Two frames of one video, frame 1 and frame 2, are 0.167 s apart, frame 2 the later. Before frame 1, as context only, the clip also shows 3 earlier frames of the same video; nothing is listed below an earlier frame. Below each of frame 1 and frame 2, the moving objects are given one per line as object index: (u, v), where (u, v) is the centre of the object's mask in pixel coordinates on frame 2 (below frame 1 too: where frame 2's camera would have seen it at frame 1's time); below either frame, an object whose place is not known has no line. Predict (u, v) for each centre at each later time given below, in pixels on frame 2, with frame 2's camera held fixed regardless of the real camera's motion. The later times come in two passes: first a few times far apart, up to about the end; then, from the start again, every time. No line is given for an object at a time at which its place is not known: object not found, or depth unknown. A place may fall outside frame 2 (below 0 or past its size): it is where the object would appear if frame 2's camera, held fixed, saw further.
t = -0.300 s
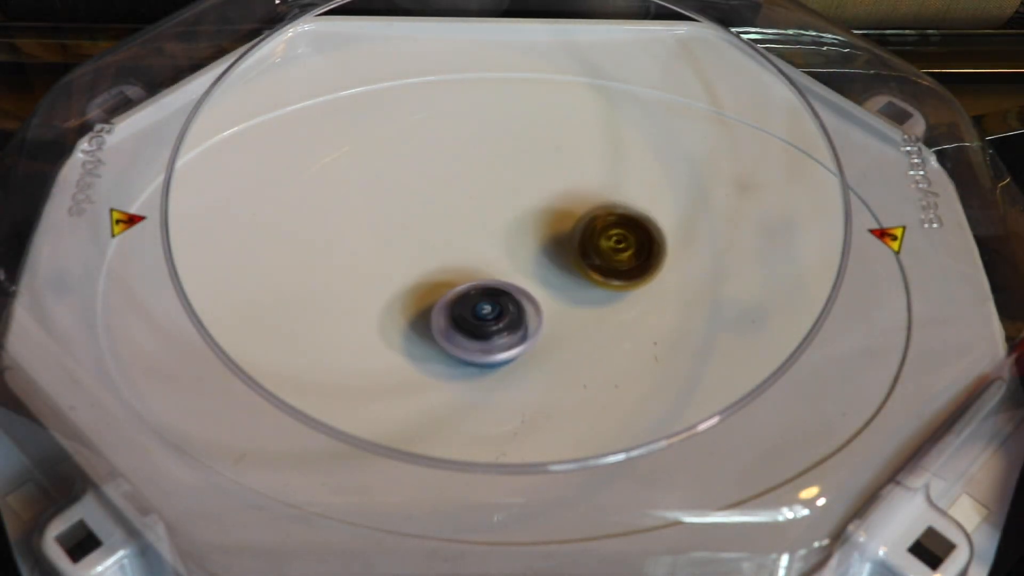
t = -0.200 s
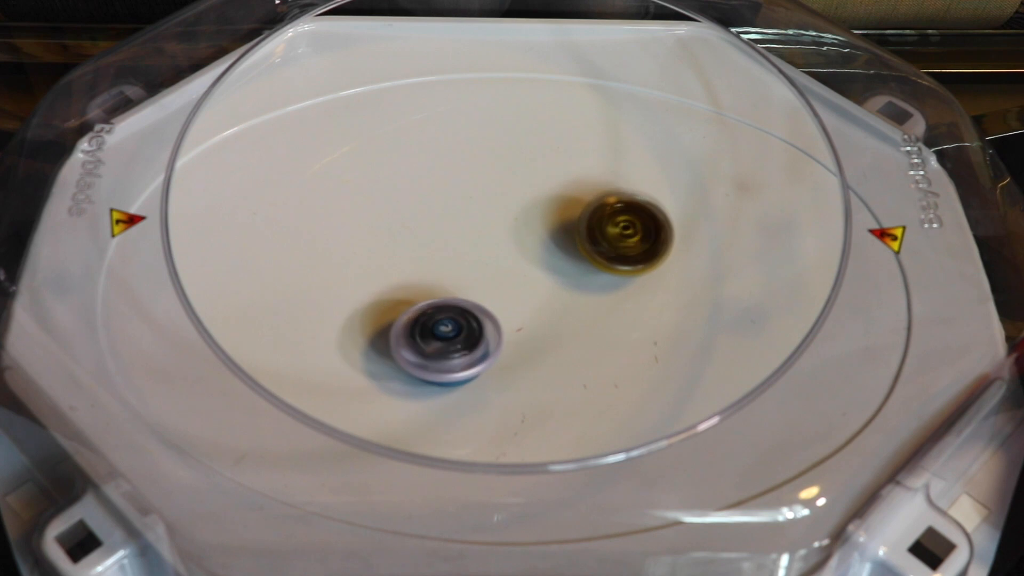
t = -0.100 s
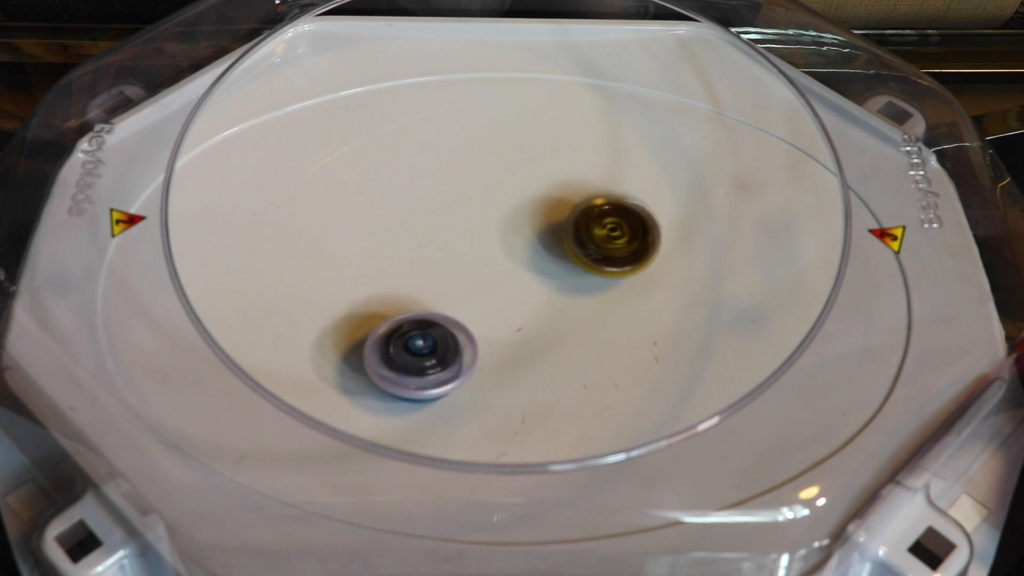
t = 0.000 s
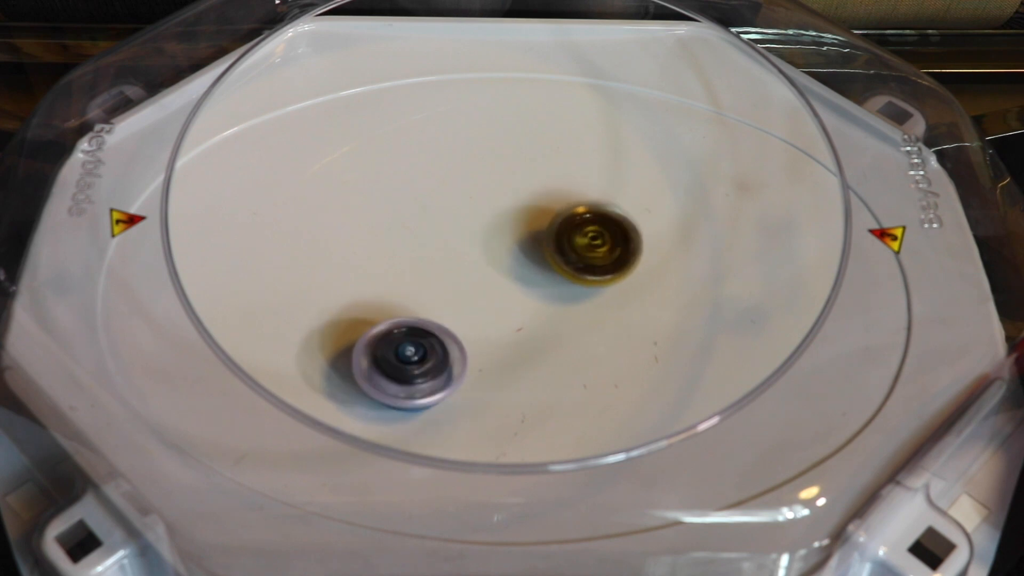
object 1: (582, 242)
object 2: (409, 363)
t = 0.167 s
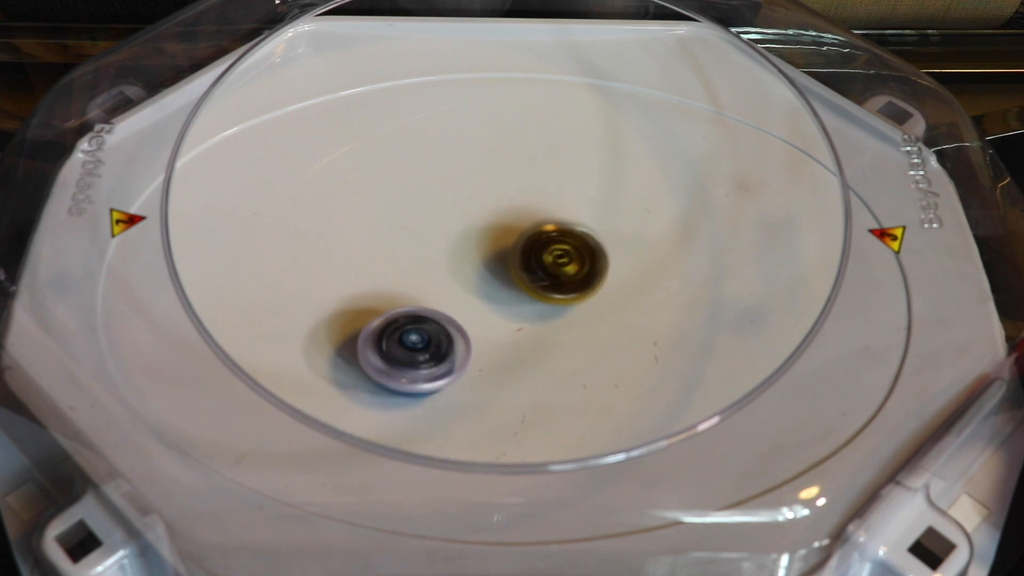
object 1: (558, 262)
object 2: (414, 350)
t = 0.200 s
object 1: (551, 265)
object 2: (417, 344)
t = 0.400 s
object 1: (531, 275)
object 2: (414, 294)
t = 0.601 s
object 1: (521, 279)
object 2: (377, 257)
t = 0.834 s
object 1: (512, 288)
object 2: (368, 243)
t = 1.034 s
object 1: (508, 294)
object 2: (406, 249)
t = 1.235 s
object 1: (532, 306)
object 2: (443, 249)
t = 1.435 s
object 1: (545, 309)
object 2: (467, 242)
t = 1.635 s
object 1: (550, 310)
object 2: (484, 241)
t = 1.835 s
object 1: (561, 313)
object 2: (484, 242)
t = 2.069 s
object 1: (562, 308)
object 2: (486, 250)
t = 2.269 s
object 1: (571, 305)
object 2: (469, 255)
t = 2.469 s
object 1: (568, 299)
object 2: (470, 267)
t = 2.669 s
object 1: (571, 292)
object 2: (459, 282)
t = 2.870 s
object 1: (571, 285)
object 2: (460, 297)
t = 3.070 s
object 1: (571, 280)
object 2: (467, 310)
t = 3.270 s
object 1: (571, 271)
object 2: (474, 314)
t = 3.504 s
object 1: (566, 264)
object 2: (462, 313)
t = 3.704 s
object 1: (560, 269)
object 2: (459, 301)
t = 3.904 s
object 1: (558, 271)
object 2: (447, 288)
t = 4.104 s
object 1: (557, 277)
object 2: (445, 283)
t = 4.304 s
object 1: (559, 283)
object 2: (450, 283)
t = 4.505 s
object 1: (573, 286)
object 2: (437, 289)
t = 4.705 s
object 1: (571, 291)
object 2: (442, 299)
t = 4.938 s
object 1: (591, 288)
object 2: (443, 306)
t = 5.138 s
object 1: (591, 286)
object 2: (444, 304)
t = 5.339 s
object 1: (584, 287)
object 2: (460, 288)
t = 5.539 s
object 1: (579, 288)
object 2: (475, 269)
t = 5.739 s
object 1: (573, 286)
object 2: (474, 255)
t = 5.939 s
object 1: (568, 289)
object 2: (468, 254)
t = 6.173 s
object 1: (577, 296)
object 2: (438, 262)
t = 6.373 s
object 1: (570, 300)
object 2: (428, 284)
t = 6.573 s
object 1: (566, 301)
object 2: (455, 305)
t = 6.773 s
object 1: (610, 291)
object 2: (410, 317)
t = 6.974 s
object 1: (599, 288)
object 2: (416, 315)
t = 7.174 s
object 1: (590, 287)
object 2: (449, 289)
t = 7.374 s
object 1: (578, 289)
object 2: (479, 252)
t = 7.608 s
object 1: (570, 292)
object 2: (488, 231)
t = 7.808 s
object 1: (563, 300)
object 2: (484, 238)
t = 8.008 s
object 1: (564, 312)
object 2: (472, 254)
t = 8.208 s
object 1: (561, 319)
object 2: (458, 272)
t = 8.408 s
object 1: (578, 319)
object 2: (439, 287)
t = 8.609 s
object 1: (597, 315)
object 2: (398, 297)
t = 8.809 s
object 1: (603, 302)
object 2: (411, 303)
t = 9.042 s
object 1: (597, 283)
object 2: (470, 287)
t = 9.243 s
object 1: (612, 263)
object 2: (468, 269)
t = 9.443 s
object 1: (599, 265)
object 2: (449, 265)
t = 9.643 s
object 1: (571, 273)
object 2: (452, 274)
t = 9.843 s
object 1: (552, 281)
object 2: (442, 289)
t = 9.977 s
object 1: (549, 288)
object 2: (440, 303)
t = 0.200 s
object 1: (551, 265)
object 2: (417, 344)
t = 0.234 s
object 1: (544, 267)
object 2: (420, 336)
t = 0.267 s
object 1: (537, 271)
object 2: (422, 328)
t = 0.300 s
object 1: (532, 274)
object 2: (426, 317)
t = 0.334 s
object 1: (526, 276)
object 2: (427, 308)
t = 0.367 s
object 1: (529, 275)
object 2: (421, 300)
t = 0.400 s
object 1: (531, 275)
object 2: (414, 294)
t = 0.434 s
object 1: (530, 275)
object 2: (408, 288)
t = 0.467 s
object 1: (530, 276)
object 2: (402, 280)
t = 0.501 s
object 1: (527, 276)
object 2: (395, 274)
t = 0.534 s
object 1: (526, 277)
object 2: (388, 267)
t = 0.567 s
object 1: (524, 278)
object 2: (382, 262)
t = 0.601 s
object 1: (521, 279)
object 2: (377, 257)
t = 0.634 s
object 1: (520, 279)
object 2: (371, 252)
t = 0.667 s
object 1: (518, 281)
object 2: (369, 249)
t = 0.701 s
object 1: (516, 282)
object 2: (366, 247)
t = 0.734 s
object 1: (515, 283)
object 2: (365, 245)
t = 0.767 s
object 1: (514, 285)
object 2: (365, 245)
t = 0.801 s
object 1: (513, 286)
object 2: (366, 244)
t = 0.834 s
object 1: (512, 288)
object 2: (368, 243)
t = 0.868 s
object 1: (511, 289)
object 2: (372, 243)
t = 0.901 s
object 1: (511, 290)
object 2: (377, 243)
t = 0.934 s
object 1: (509, 292)
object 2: (382, 244)
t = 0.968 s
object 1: (509, 292)
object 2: (390, 245)
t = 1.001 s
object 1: (509, 294)
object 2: (397, 247)
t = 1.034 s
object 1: (508, 294)
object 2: (406, 249)
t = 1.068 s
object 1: (508, 296)
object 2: (417, 252)
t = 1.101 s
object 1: (514, 299)
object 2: (421, 250)
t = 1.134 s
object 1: (522, 303)
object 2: (425, 249)
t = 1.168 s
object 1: (527, 305)
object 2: (430, 249)
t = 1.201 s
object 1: (529, 306)
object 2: (437, 249)
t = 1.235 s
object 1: (532, 306)
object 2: (443, 249)
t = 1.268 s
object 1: (533, 306)
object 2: (448, 249)
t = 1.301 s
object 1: (534, 306)
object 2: (456, 250)
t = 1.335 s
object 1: (537, 308)
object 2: (459, 248)
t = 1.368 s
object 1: (541, 309)
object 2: (462, 246)
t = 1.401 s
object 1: (544, 309)
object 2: (465, 244)
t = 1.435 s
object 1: (545, 309)
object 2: (467, 242)
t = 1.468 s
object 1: (545, 309)
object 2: (469, 242)
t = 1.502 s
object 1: (545, 308)
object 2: (473, 243)
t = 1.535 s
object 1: (546, 307)
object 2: (479, 243)
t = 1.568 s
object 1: (546, 308)
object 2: (483, 243)
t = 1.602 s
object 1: (548, 309)
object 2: (484, 243)
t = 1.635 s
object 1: (550, 310)
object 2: (484, 241)
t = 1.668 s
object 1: (552, 309)
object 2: (484, 242)
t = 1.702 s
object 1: (551, 309)
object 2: (486, 242)
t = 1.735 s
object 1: (552, 309)
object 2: (488, 243)
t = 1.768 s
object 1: (554, 310)
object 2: (489, 243)
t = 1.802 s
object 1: (557, 312)
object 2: (486, 242)
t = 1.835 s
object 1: (561, 313)
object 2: (484, 242)
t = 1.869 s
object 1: (563, 313)
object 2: (483, 244)
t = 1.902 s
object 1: (563, 312)
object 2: (483, 245)
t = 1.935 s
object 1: (563, 311)
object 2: (483, 246)
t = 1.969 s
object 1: (563, 310)
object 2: (482, 248)
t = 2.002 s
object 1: (562, 309)
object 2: (484, 250)
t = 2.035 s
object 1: (562, 308)
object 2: (487, 250)
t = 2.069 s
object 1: (562, 308)
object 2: (486, 250)
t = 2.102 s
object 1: (563, 308)
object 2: (485, 252)
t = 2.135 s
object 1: (566, 308)
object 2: (483, 253)
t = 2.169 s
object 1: (568, 308)
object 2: (480, 252)
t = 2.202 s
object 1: (570, 307)
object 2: (477, 252)
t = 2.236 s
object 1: (571, 306)
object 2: (472, 253)
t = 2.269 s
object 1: (571, 305)
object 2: (469, 255)
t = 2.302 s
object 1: (571, 304)
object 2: (469, 256)
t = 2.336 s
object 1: (571, 303)
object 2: (468, 257)
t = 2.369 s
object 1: (570, 302)
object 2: (467, 259)
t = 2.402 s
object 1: (569, 300)
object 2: (467, 262)
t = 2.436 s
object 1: (568, 300)
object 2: (469, 265)
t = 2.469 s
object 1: (568, 299)
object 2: (470, 267)
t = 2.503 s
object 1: (569, 297)
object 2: (469, 269)
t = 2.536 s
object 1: (570, 297)
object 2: (466, 271)
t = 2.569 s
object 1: (570, 295)
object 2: (467, 274)
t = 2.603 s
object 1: (571, 295)
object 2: (465, 276)
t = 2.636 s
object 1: (572, 292)
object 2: (462, 279)
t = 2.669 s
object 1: (571, 292)
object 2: (459, 282)
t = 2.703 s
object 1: (572, 290)
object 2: (460, 284)
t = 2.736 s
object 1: (572, 289)
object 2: (460, 286)
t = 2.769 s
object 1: (571, 288)
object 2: (461, 289)
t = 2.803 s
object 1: (570, 288)
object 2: (461, 292)
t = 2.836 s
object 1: (571, 286)
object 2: (461, 294)
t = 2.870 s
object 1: (571, 285)
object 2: (460, 297)
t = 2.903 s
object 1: (572, 284)
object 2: (460, 300)
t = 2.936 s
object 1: (572, 283)
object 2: (459, 303)
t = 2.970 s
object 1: (571, 283)
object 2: (462, 306)
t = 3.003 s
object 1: (571, 282)
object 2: (466, 308)
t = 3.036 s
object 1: (570, 281)
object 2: (468, 308)
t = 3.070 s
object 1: (571, 280)
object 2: (467, 310)
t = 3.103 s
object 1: (571, 278)
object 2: (469, 311)
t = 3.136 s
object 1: (571, 278)
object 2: (471, 312)
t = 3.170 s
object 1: (571, 276)
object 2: (473, 312)
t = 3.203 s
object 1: (572, 274)
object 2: (473, 314)
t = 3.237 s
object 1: (573, 272)
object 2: (474, 314)
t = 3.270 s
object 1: (571, 271)
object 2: (474, 314)
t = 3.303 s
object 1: (570, 271)
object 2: (474, 314)
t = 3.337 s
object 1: (570, 269)
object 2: (473, 314)
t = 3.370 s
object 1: (571, 267)
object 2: (469, 314)
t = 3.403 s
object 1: (571, 265)
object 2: (467, 314)
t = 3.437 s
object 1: (570, 264)
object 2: (464, 314)
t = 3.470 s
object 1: (569, 265)
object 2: (462, 314)
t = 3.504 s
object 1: (566, 264)
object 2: (462, 313)
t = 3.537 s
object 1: (564, 266)
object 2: (462, 312)
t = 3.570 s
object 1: (564, 266)
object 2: (462, 310)
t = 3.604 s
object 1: (562, 267)
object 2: (461, 308)
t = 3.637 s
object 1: (560, 268)
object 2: (462, 306)
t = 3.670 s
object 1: (560, 269)
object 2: (462, 303)
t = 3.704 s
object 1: (560, 269)
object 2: (459, 301)
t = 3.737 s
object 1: (560, 268)
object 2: (457, 299)
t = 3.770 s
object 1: (559, 268)
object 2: (456, 297)
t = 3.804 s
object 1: (558, 270)
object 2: (455, 293)
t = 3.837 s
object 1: (557, 270)
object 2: (452, 291)
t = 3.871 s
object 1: (557, 270)
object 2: (450, 289)
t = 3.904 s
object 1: (558, 271)
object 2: (447, 288)
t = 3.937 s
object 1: (558, 271)
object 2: (444, 286)
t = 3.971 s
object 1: (558, 272)
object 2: (444, 286)
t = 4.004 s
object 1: (557, 273)
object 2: (445, 286)
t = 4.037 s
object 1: (557, 274)
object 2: (444, 284)
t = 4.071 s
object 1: (557, 276)
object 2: (443, 284)
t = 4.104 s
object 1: (557, 277)
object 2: (445, 283)
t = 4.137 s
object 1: (556, 278)
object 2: (446, 282)
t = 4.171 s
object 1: (555, 279)
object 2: (446, 282)
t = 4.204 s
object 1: (556, 281)
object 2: (448, 283)
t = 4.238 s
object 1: (557, 281)
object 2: (451, 282)
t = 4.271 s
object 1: (558, 283)
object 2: (450, 282)
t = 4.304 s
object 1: (559, 283)
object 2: (450, 283)
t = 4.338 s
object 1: (559, 284)
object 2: (452, 283)
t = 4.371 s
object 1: (559, 285)
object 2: (453, 283)
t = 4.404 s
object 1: (564, 286)
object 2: (449, 284)
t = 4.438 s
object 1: (568, 286)
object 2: (444, 285)
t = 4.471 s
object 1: (571, 286)
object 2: (439, 286)
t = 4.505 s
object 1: (573, 286)
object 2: (437, 289)
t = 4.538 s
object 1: (573, 286)
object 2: (436, 290)
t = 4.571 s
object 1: (573, 287)
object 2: (435, 292)
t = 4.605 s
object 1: (573, 288)
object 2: (436, 294)
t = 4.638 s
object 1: (572, 289)
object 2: (437, 295)
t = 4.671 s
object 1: (571, 290)
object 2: (439, 297)
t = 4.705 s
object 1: (571, 291)
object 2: (442, 299)
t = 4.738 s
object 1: (570, 291)
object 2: (446, 300)
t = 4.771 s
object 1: (569, 292)
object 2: (450, 301)
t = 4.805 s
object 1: (569, 292)
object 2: (458, 302)
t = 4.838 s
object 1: (569, 292)
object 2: (462, 301)
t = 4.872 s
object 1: (577, 290)
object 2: (454, 302)
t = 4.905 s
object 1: (586, 289)
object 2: (447, 304)
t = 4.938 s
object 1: (591, 288)
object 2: (443, 306)
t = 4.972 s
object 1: (592, 286)
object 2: (441, 307)
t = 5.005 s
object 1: (592, 285)
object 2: (440, 307)
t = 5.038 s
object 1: (592, 285)
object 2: (439, 307)
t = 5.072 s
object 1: (592, 284)
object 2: (442, 307)
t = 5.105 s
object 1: (593, 285)
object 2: (443, 305)
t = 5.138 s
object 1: (591, 286)
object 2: (444, 304)
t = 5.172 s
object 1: (590, 286)
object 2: (447, 302)
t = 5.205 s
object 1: (590, 286)
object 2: (449, 299)
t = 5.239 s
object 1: (587, 287)
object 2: (451, 298)
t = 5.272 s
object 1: (588, 287)
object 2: (455, 295)
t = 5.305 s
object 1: (586, 287)
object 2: (457, 292)
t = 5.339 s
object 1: (584, 287)
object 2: (460, 288)
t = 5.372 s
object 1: (583, 288)
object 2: (464, 285)
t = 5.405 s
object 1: (582, 287)
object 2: (465, 282)
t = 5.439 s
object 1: (581, 287)
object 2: (469, 278)
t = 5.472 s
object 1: (579, 287)
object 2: (473, 274)
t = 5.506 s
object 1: (578, 288)
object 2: (475, 272)
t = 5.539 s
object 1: (579, 288)
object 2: (475, 269)
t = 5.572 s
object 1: (579, 287)
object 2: (476, 265)
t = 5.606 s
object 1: (578, 286)
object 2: (476, 263)
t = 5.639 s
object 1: (577, 286)
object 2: (477, 260)
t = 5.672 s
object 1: (576, 286)
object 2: (476, 257)
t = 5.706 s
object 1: (574, 285)
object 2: (475, 256)
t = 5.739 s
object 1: (573, 286)
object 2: (474, 255)
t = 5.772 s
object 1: (572, 286)
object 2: (472, 254)
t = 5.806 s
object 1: (571, 286)
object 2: (473, 255)
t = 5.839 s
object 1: (569, 286)
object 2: (473, 253)
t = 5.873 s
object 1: (569, 287)
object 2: (470, 254)
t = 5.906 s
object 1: (568, 289)
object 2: (469, 254)
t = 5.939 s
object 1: (568, 289)
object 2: (468, 254)
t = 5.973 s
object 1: (567, 289)
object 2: (466, 256)
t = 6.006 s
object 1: (565, 290)
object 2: (467, 258)
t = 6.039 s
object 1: (567, 291)
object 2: (465, 259)
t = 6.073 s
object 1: (573, 293)
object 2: (457, 258)
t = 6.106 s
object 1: (576, 294)
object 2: (451, 258)
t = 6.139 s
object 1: (577, 295)
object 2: (443, 260)
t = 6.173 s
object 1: (577, 296)
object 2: (438, 262)
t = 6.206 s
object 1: (577, 296)
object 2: (434, 264)
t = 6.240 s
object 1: (575, 297)
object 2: (429, 268)
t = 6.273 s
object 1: (574, 298)
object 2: (428, 272)
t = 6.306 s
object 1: (573, 299)
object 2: (426, 275)
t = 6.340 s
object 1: (572, 300)
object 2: (426, 280)
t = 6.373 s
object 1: (570, 300)
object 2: (428, 284)
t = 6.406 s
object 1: (568, 300)
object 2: (429, 287)
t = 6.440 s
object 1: (567, 301)
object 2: (434, 292)
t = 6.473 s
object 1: (567, 302)
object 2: (439, 296)
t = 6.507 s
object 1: (566, 302)
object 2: (442, 300)
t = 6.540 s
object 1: (564, 302)
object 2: (452, 303)
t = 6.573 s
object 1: (566, 301)
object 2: (455, 305)
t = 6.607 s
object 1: (581, 299)
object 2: (444, 308)
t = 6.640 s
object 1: (595, 298)
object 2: (436, 309)
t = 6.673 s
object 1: (603, 295)
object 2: (427, 311)
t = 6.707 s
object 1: (607, 294)
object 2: (421, 313)
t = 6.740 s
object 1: (610, 292)
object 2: (414, 315)
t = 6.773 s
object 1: (610, 291)
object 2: (410, 317)
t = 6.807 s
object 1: (607, 290)
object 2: (409, 318)
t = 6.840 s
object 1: (606, 289)
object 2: (407, 318)
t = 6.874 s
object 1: (603, 288)
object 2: (409, 318)
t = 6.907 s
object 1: (602, 288)
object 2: (409, 317)
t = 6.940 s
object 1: (601, 288)
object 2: (411, 317)
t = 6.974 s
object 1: (599, 288)
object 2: (416, 315)
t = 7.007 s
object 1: (598, 287)
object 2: (419, 312)
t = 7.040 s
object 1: (596, 287)
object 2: (426, 309)
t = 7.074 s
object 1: (594, 287)
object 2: (431, 304)
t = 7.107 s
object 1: (592, 287)
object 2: (437, 301)
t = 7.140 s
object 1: (590, 287)
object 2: (445, 295)
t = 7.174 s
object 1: (590, 287)
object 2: (449, 289)
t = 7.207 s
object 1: (589, 287)
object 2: (455, 284)
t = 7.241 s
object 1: (587, 288)
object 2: (459, 276)
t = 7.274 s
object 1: (585, 288)
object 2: (464, 271)
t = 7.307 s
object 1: (584, 288)
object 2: (470, 263)
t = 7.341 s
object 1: (579, 288)
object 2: (473, 258)
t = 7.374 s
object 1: (578, 289)
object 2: (479, 252)
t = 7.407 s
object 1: (576, 290)
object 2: (481, 245)
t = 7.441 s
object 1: (580, 290)
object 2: (484, 241)
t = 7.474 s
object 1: (577, 289)
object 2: (486, 236)
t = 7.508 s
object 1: (573, 290)
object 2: (486, 234)
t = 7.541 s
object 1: (572, 290)
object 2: (488, 231)
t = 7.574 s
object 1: (571, 291)
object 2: (488, 230)
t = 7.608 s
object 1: (570, 292)
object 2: (488, 231)
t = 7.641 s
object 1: (567, 292)
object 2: (488, 230)
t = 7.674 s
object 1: (566, 293)
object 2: (489, 232)
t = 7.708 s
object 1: (564, 293)
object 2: (491, 234)
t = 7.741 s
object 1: (564, 296)
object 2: (489, 235)
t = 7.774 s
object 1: (564, 298)
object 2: (487, 237)
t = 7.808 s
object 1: (563, 300)
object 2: (484, 238)
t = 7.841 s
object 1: (562, 301)
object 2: (483, 241)
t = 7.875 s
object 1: (560, 304)
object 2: (483, 244)
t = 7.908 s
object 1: (560, 305)
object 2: (481, 248)
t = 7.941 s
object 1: (562, 307)
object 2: (480, 251)
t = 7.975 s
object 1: (565, 310)
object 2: (475, 252)
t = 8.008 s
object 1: (564, 312)
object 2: (472, 254)
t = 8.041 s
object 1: (563, 314)
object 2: (468, 256)
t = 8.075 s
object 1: (563, 315)
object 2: (465, 260)
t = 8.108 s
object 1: (561, 317)
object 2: (463, 262)
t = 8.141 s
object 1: (561, 318)
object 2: (461, 265)
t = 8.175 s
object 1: (561, 319)
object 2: (460, 269)
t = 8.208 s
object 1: (561, 319)
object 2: (458, 272)
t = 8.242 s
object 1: (560, 319)
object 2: (458, 275)
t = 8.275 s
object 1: (560, 319)
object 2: (459, 278)
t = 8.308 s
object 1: (560, 319)
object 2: (460, 283)
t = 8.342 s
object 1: (559, 318)
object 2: (460, 287)
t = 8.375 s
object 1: (569, 319)
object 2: (450, 288)
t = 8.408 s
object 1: (578, 319)
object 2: (439, 287)
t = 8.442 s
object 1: (583, 319)
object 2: (428, 289)
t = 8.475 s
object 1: (587, 319)
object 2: (420, 290)
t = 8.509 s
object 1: (589, 319)
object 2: (412, 291)
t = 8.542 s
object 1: (592, 317)
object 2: (406, 293)
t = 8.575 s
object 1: (595, 316)
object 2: (402, 294)
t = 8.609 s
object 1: (597, 315)
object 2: (398, 297)
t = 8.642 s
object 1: (599, 313)
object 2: (395, 299)
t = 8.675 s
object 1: (600, 312)
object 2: (394, 301)
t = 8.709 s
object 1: (601, 310)
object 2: (398, 302)
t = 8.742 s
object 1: (602, 307)
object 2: (401, 303)
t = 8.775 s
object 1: (603, 304)
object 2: (405, 304)
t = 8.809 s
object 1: (603, 302)
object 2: (411, 303)
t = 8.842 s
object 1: (603, 300)
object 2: (419, 303)
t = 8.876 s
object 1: (602, 297)
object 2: (427, 301)
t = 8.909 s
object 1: (602, 294)
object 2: (434, 300)
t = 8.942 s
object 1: (601, 292)
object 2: (442, 297)
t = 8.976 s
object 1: (600, 289)
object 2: (451, 295)
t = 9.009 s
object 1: (599, 286)
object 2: (460, 290)
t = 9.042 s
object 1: (597, 283)
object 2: (470, 287)
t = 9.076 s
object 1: (596, 280)
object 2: (480, 282)
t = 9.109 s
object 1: (593, 277)
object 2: (485, 279)
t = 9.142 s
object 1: (598, 273)
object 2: (487, 275)
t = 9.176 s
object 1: (607, 268)
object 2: (481, 272)
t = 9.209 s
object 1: (611, 265)
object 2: (472, 271)
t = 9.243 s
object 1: (612, 263)
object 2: (468, 269)
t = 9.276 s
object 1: (611, 262)
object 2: (464, 268)
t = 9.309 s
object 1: (609, 262)
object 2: (460, 265)
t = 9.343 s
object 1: (607, 262)
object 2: (455, 265)
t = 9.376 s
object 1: (604, 263)
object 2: (453, 264)
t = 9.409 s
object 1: (602, 264)
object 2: (449, 265)
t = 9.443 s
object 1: (599, 265)
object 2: (449, 265)
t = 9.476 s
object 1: (596, 266)
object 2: (446, 266)
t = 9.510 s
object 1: (592, 268)
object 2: (446, 268)
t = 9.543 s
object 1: (588, 269)
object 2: (445, 269)
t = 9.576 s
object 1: (583, 270)
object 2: (448, 270)
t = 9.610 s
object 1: (577, 272)
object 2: (450, 271)
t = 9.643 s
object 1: (571, 273)
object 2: (452, 274)
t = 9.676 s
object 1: (563, 275)
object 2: (453, 275)
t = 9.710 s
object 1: (558, 276)
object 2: (452, 277)
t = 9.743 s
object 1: (556, 277)
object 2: (449, 279)
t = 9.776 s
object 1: (553, 279)
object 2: (447, 282)
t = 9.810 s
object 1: (551, 280)
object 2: (445, 286)
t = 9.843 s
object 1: (552, 281)
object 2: (442, 289)
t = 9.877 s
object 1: (551, 283)
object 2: (438, 292)
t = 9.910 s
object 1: (553, 283)
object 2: (438, 296)
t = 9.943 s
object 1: (550, 286)
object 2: (437, 299)
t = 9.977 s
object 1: (549, 288)
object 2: (440, 303)
